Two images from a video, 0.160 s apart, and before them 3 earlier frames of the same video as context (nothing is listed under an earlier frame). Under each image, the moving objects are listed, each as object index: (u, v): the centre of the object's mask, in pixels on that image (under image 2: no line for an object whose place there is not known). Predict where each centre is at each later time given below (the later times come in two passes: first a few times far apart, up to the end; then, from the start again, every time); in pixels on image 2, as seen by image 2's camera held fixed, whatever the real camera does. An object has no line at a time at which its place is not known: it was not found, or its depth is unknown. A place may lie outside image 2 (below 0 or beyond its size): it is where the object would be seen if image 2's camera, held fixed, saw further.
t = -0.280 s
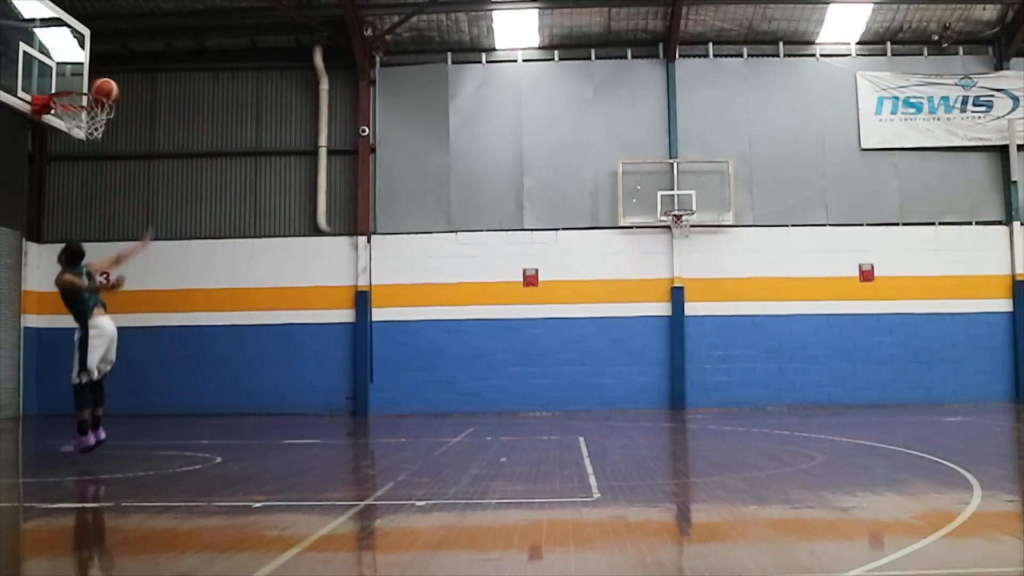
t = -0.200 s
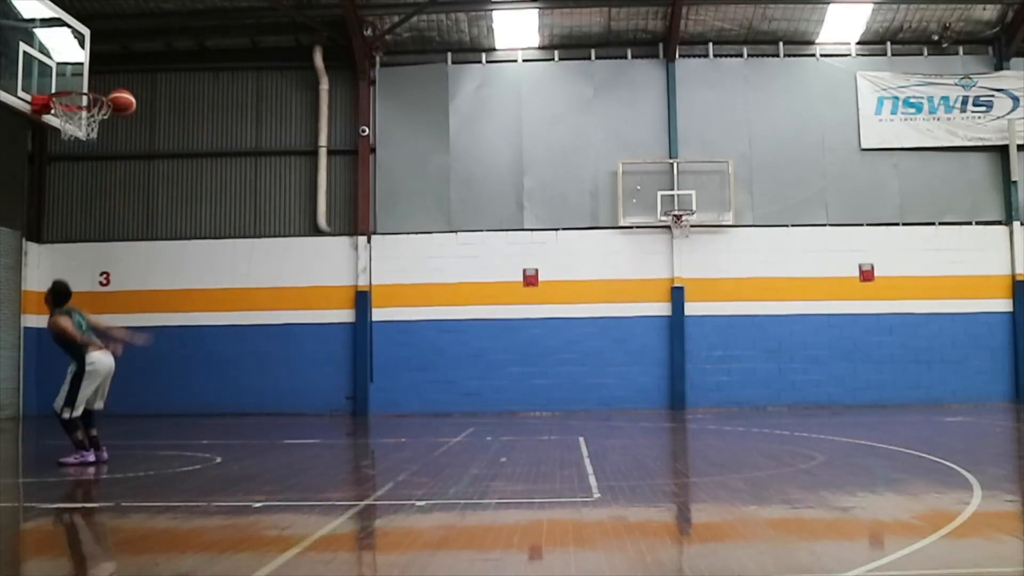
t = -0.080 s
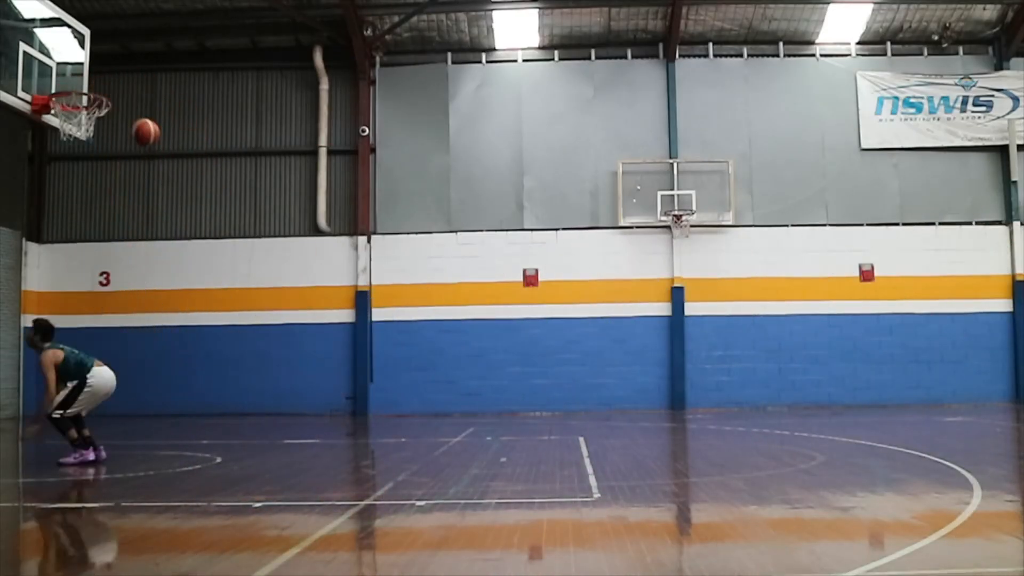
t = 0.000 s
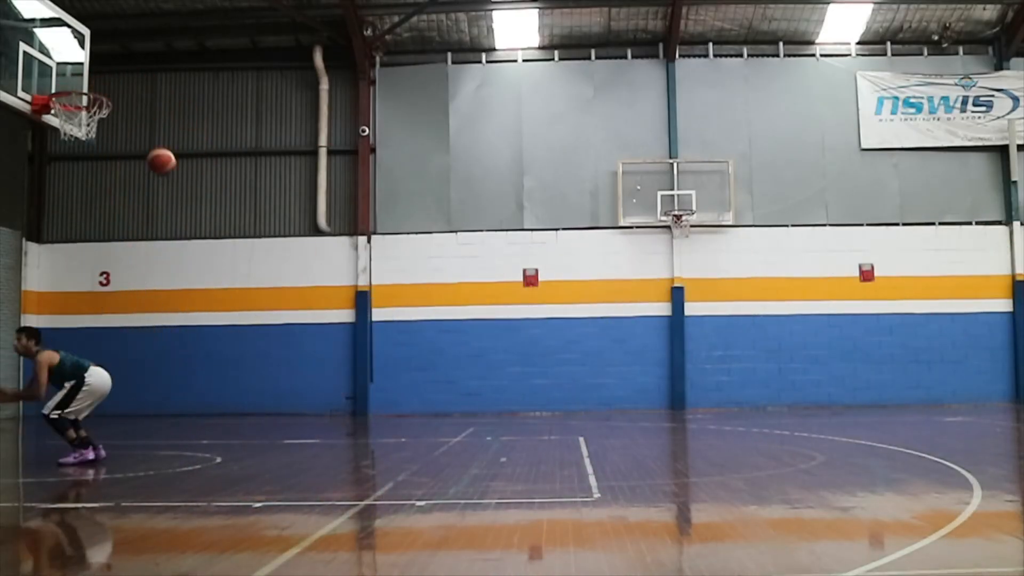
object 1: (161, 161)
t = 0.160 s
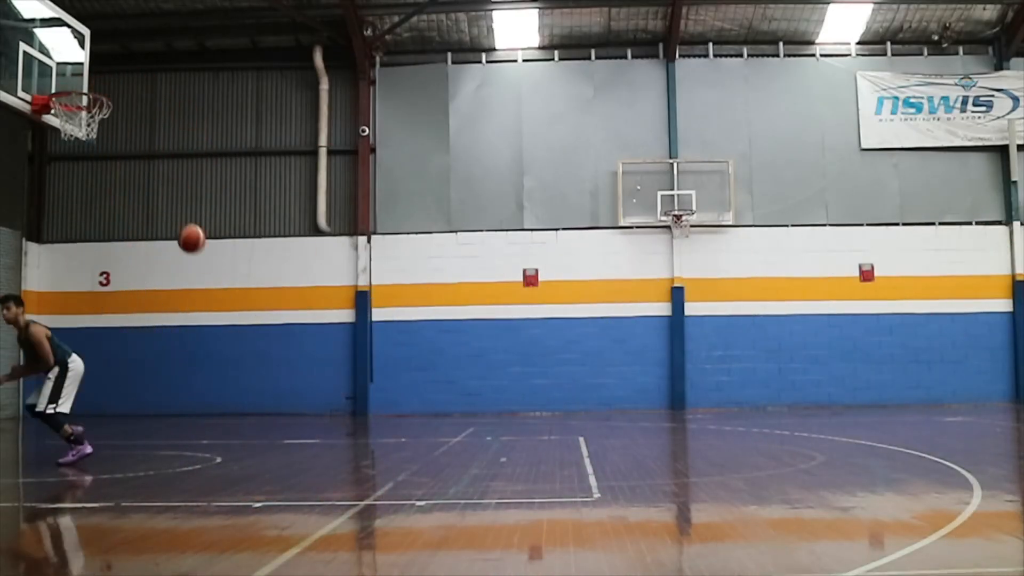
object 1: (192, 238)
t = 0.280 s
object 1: (214, 316)
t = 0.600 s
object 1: (271, 345)
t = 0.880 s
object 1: (316, 238)
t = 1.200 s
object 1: (364, 221)
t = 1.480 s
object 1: (404, 295)
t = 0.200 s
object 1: (199, 263)
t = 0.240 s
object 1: (206, 288)
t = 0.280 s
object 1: (214, 316)
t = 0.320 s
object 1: (223, 345)
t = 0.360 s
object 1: (230, 376)
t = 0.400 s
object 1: (237, 408)
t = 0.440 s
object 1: (245, 444)
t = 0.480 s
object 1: (251, 419)
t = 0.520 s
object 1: (258, 393)
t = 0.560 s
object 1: (265, 368)
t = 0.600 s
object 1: (271, 345)
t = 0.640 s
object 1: (277, 325)
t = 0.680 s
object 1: (284, 306)
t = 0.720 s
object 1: (290, 289)
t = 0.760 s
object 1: (297, 273)
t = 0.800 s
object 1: (303, 260)
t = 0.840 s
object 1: (310, 248)
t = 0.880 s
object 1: (316, 238)
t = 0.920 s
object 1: (322, 230)
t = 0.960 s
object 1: (329, 224)
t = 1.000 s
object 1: (334, 220)
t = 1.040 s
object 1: (340, 216)
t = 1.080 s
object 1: (346, 215)
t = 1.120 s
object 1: (352, 215)
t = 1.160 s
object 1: (358, 217)
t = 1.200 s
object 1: (364, 221)
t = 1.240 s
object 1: (369, 226)
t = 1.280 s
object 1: (375, 233)
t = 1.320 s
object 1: (381, 242)
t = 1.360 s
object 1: (387, 253)
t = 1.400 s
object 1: (392, 265)
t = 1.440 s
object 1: (398, 279)
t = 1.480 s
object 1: (404, 295)
